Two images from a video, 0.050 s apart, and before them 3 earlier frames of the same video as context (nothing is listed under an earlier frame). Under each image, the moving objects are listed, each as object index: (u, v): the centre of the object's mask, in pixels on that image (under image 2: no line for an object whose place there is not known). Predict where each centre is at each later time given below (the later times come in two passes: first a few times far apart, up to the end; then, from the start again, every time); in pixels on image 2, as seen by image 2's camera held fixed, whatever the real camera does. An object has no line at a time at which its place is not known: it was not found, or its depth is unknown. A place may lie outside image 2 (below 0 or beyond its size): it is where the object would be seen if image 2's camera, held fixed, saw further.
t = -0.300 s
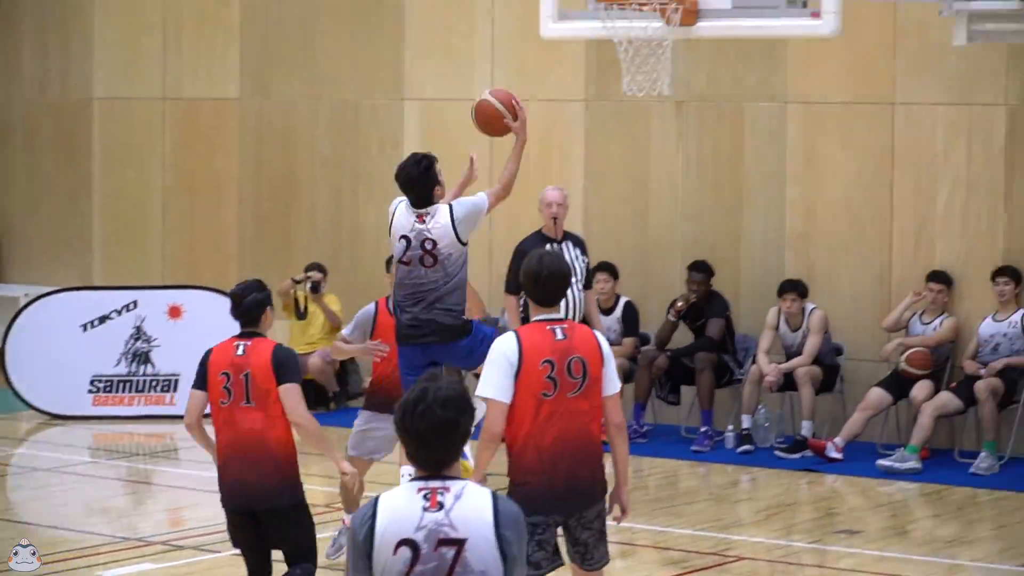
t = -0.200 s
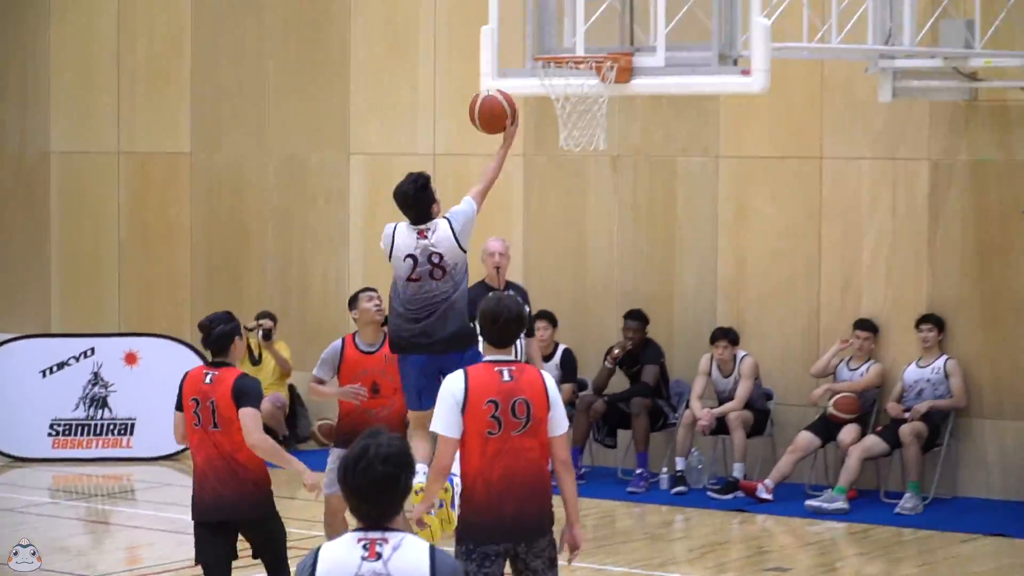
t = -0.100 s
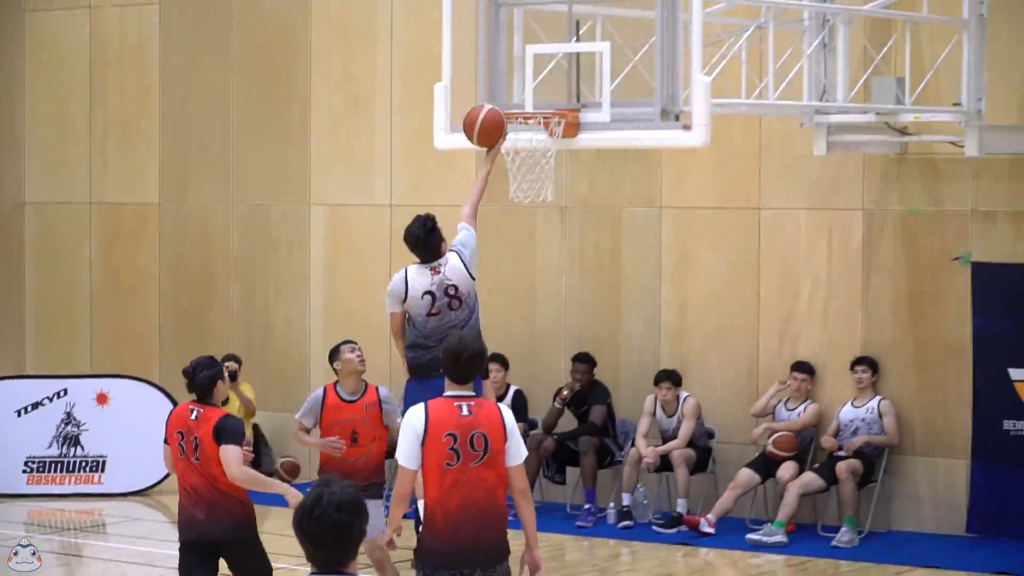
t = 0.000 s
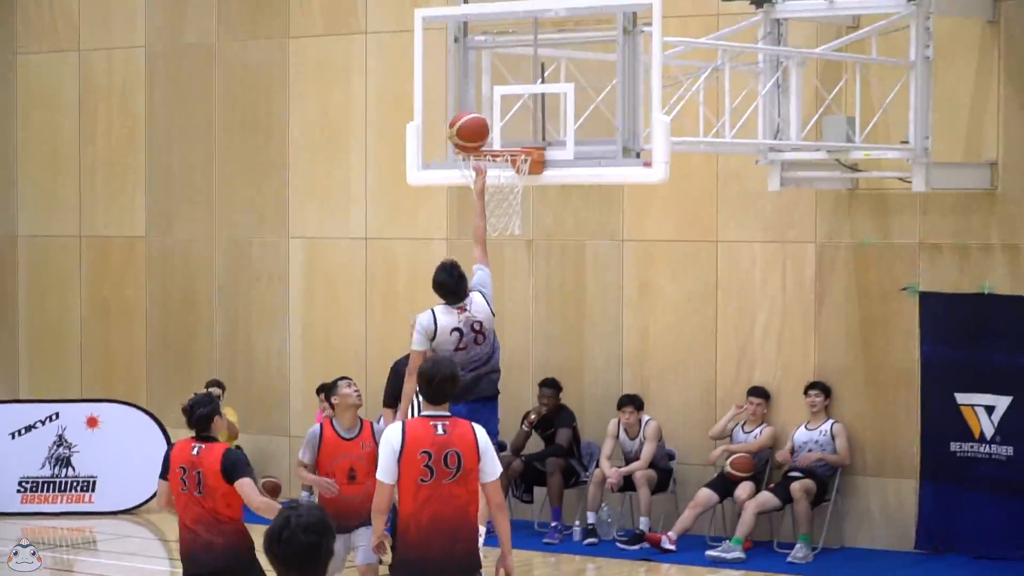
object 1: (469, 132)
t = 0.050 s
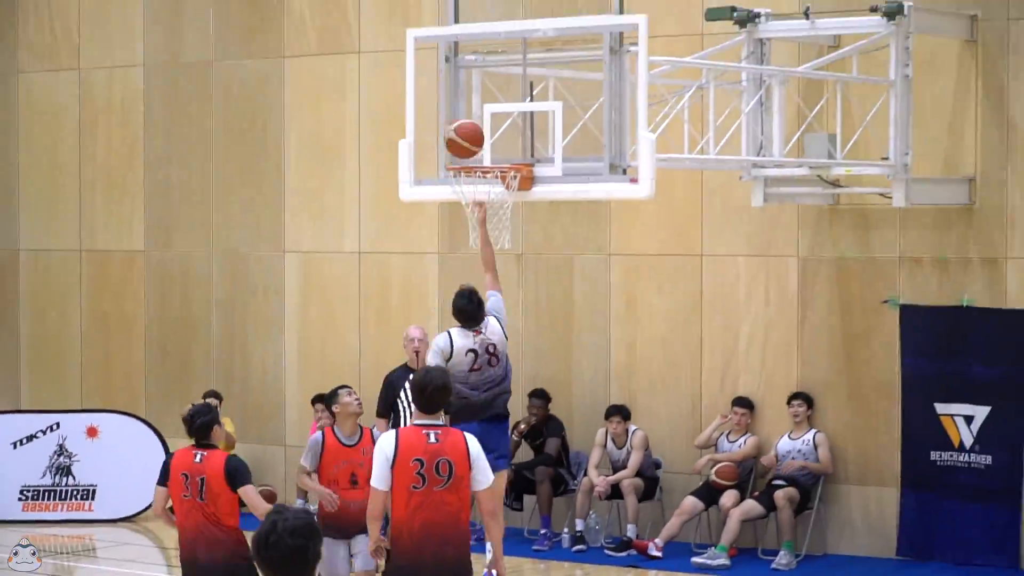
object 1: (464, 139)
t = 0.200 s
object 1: (476, 134)
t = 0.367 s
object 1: (493, 172)
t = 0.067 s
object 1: (466, 137)
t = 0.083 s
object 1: (467, 135)
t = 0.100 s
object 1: (468, 133)
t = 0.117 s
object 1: (470, 132)
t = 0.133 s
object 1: (472, 131)
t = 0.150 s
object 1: (473, 131)
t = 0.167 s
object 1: (474, 132)
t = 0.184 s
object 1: (475, 133)
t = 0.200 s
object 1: (476, 134)
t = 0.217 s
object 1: (478, 135)
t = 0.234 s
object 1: (479, 137)
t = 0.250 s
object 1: (481, 140)
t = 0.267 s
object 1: (483, 143)
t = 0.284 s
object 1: (484, 146)
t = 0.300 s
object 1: (486, 149)
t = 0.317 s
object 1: (488, 153)
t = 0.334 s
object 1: (490, 159)
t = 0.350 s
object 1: (492, 165)
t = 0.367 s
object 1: (493, 172)
